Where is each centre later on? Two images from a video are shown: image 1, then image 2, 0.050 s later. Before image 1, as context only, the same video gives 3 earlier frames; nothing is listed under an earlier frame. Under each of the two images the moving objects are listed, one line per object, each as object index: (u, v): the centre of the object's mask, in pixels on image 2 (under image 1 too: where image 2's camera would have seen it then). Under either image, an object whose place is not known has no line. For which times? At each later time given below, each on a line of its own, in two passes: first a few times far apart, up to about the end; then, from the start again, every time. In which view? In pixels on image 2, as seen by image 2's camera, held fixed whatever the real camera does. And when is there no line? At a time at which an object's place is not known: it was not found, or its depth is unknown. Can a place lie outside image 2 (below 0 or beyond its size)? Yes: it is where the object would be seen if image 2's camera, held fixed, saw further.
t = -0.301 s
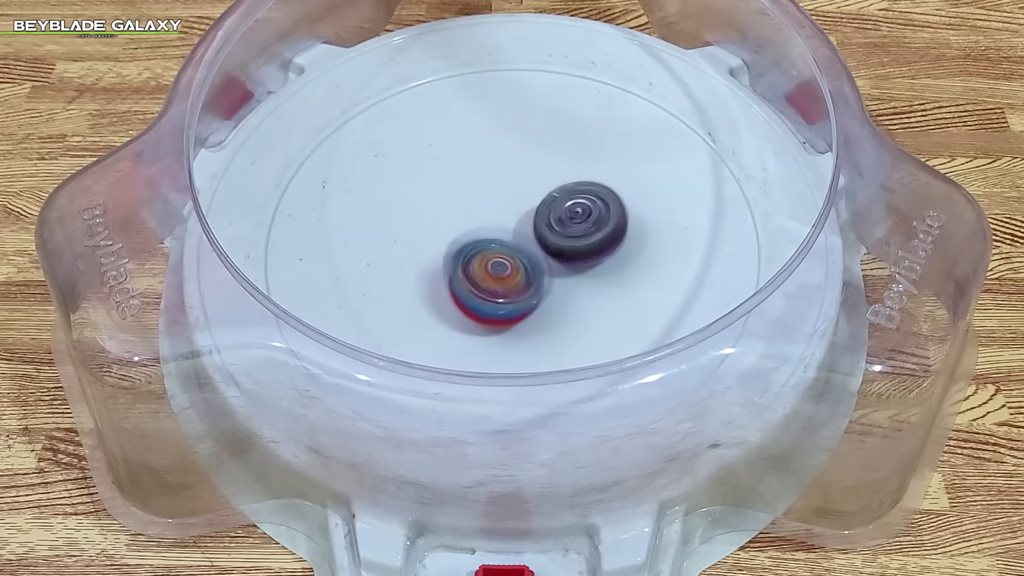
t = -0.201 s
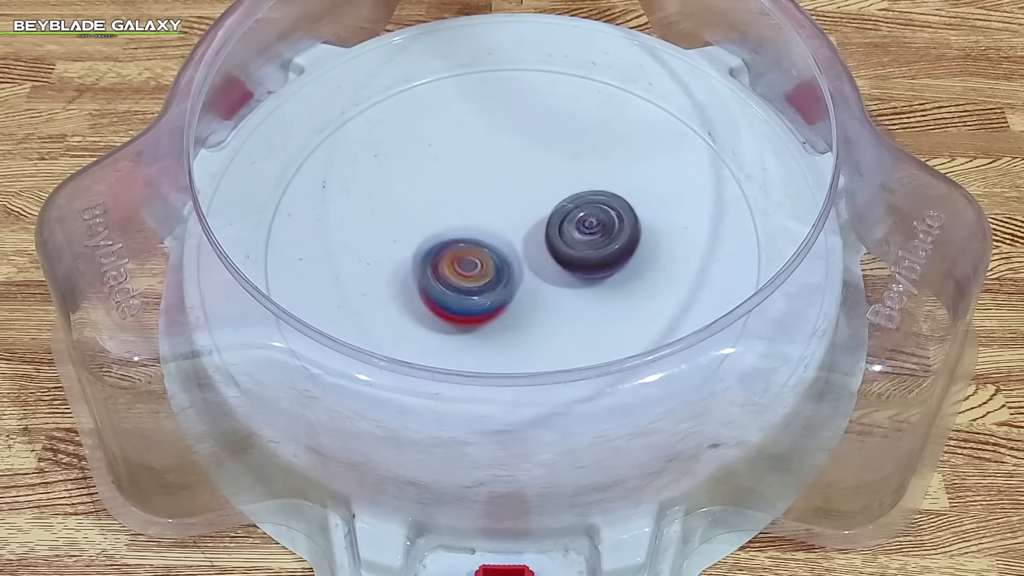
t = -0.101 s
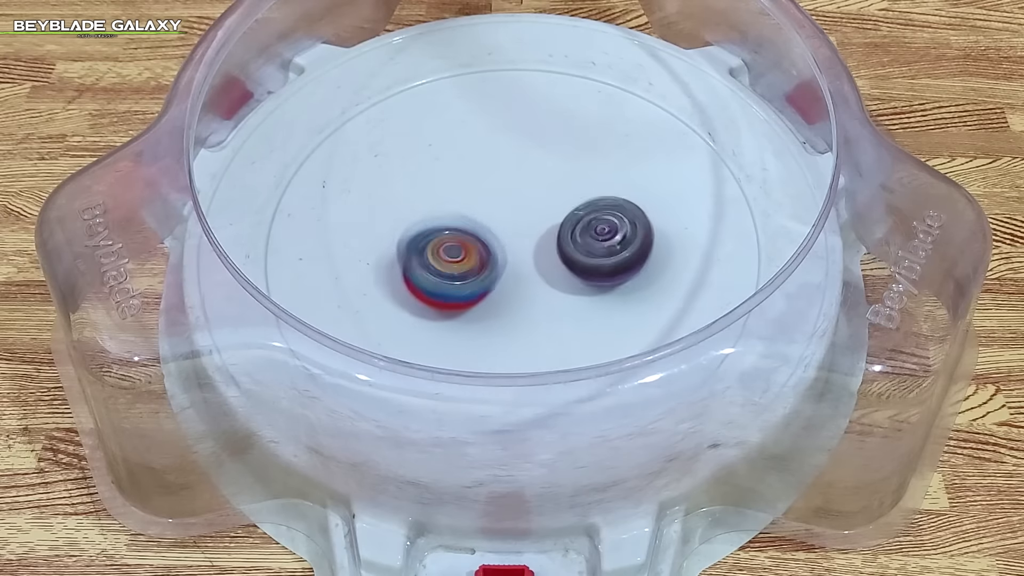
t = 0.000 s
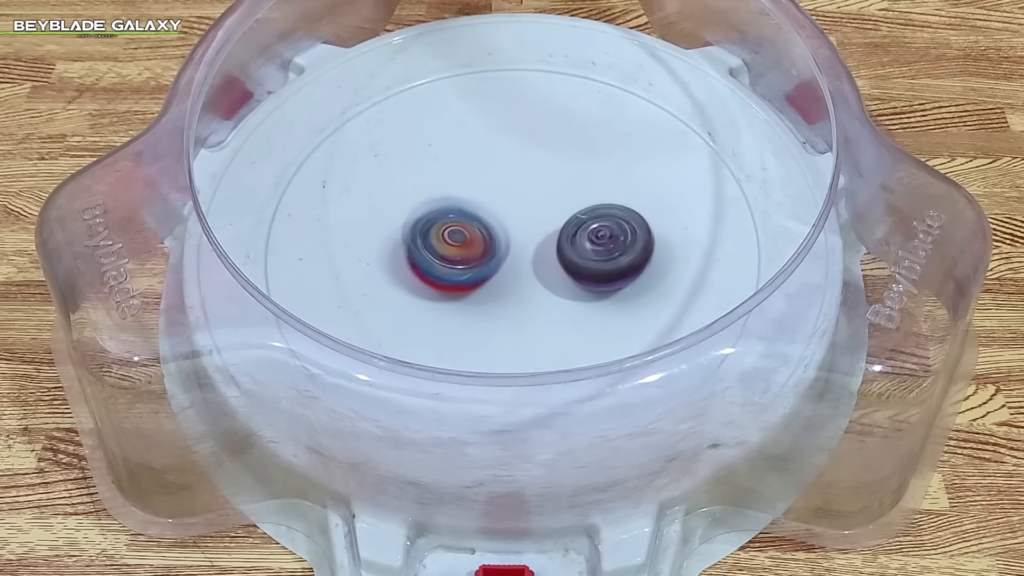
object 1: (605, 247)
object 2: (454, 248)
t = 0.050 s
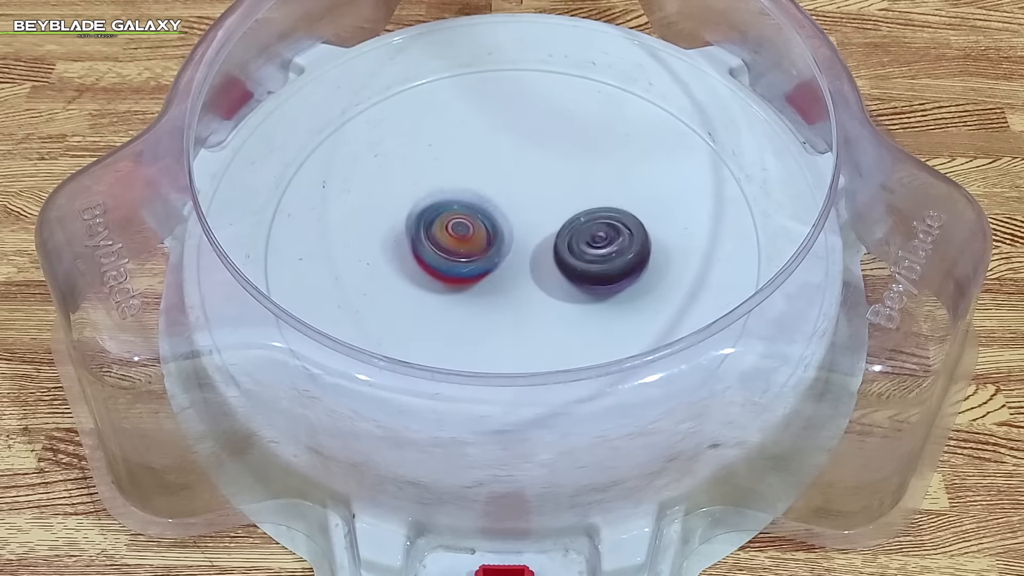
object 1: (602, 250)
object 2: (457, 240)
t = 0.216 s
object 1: (579, 258)
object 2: (475, 208)
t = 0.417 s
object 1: (540, 263)
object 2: (457, 142)
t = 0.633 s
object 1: (497, 258)
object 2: (441, 181)
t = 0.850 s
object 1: (484, 290)
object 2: (486, 149)
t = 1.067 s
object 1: (486, 281)
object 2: (513, 155)
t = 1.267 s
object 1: (499, 259)
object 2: (573, 192)
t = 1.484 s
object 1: (515, 233)
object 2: (630, 197)
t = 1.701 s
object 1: (501, 212)
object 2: (646, 206)
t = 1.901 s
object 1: (492, 209)
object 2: (637, 225)
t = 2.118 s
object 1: (496, 218)
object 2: (572, 279)
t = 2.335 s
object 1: (510, 233)
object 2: (543, 333)
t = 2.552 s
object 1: (527, 239)
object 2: (531, 325)
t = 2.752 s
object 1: (539, 220)
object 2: (508, 334)
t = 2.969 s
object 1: (539, 217)
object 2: (471, 280)
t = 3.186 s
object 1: (549, 215)
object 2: (385, 243)
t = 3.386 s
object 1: (551, 222)
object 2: (393, 246)
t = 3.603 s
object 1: (556, 240)
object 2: (441, 198)
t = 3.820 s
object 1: (559, 259)
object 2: (434, 161)
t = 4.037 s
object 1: (538, 271)
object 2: (481, 180)
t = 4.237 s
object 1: (478, 298)
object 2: (581, 167)
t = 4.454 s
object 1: (451, 290)
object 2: (668, 131)
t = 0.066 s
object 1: (600, 250)
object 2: (458, 238)
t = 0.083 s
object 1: (599, 251)
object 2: (459, 235)
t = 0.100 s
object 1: (597, 253)
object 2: (462, 232)
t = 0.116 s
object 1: (595, 253)
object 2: (464, 230)
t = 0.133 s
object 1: (593, 255)
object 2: (466, 227)
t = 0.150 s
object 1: (590, 255)
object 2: (468, 225)
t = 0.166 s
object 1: (588, 256)
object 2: (470, 222)
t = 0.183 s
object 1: (585, 256)
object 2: (472, 219)
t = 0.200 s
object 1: (582, 257)
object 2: (473, 214)
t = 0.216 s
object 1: (579, 258)
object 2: (475, 208)
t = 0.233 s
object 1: (576, 259)
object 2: (477, 201)
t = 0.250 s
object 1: (573, 260)
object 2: (478, 195)
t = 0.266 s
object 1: (570, 260)
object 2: (478, 187)
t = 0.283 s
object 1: (567, 260)
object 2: (479, 180)
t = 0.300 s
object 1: (563, 261)
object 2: (478, 173)
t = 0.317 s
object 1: (560, 261)
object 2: (477, 166)
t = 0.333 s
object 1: (557, 262)
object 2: (476, 161)
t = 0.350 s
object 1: (554, 262)
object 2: (473, 155)
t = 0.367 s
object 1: (551, 263)
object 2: (470, 151)
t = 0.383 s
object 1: (547, 262)
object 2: (466, 147)
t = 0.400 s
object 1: (543, 263)
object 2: (462, 144)
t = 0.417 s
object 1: (540, 263)
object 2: (457, 142)
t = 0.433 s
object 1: (536, 263)
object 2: (454, 140)
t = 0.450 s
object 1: (533, 263)
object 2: (450, 140)
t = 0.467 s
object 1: (529, 262)
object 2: (446, 139)
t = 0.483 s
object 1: (526, 262)
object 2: (443, 141)
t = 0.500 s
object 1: (523, 262)
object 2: (440, 143)
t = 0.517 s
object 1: (519, 261)
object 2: (436, 146)
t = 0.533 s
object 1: (516, 262)
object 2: (434, 149)
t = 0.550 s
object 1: (513, 261)
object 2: (432, 154)
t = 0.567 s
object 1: (509, 261)
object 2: (431, 159)
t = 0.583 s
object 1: (506, 260)
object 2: (433, 163)
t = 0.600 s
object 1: (503, 259)
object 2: (434, 170)
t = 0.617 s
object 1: (500, 259)
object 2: (437, 176)
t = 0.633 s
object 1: (497, 258)
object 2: (441, 181)
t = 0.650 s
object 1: (494, 258)
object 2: (447, 187)
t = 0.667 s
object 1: (491, 263)
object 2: (452, 185)
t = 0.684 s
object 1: (491, 270)
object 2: (457, 183)
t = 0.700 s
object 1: (489, 276)
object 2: (461, 179)
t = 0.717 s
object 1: (488, 280)
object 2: (464, 175)
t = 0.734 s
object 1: (487, 283)
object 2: (467, 170)
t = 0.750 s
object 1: (487, 286)
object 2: (471, 166)
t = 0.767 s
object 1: (487, 287)
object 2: (474, 162)
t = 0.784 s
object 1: (486, 288)
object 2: (477, 159)
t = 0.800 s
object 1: (485, 289)
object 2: (479, 156)
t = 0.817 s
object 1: (484, 289)
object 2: (482, 153)
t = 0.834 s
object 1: (484, 290)
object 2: (484, 152)
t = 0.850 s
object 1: (484, 290)
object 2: (486, 149)
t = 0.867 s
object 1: (483, 290)
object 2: (488, 148)
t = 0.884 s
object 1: (483, 290)
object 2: (490, 146)
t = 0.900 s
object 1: (483, 290)
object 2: (491, 144)
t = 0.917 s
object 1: (483, 289)
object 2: (493, 144)
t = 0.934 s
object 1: (483, 290)
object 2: (495, 144)
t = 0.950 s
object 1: (484, 289)
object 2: (497, 144)
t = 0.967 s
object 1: (483, 288)
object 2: (499, 145)
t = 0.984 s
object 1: (484, 287)
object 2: (501, 146)
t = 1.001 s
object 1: (484, 286)
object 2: (504, 147)
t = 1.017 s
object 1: (485, 284)
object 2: (506, 149)
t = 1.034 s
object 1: (485, 284)
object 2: (509, 151)
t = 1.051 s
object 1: (486, 282)
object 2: (511, 154)
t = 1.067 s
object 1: (486, 281)
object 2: (513, 155)
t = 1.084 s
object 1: (487, 280)
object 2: (517, 158)
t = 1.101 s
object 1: (487, 278)
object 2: (521, 161)
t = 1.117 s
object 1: (489, 275)
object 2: (525, 165)
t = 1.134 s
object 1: (489, 273)
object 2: (530, 167)
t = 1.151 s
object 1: (490, 271)
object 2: (534, 171)
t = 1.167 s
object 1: (491, 268)
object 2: (539, 173)
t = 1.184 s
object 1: (492, 267)
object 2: (544, 178)
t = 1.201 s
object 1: (494, 265)
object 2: (549, 181)
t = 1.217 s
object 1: (494, 265)
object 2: (556, 182)
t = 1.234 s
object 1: (496, 263)
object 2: (561, 187)
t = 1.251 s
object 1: (497, 261)
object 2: (567, 188)
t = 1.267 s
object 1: (499, 259)
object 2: (573, 192)
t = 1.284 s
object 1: (499, 257)
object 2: (579, 194)
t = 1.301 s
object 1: (501, 255)
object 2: (585, 195)
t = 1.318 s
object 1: (502, 253)
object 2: (591, 197)
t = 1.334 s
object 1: (504, 251)
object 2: (597, 198)
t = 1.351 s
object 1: (504, 249)
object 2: (602, 199)
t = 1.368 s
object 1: (506, 247)
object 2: (607, 199)
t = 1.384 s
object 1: (507, 245)
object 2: (612, 198)
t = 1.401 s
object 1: (508, 244)
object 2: (617, 198)
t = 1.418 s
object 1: (509, 241)
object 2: (621, 198)
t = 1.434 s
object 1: (511, 238)
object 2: (625, 198)
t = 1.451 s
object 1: (512, 237)
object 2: (626, 198)
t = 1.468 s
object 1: (514, 235)
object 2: (629, 197)
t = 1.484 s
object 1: (515, 233)
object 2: (630, 197)
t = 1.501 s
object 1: (517, 231)
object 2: (632, 197)
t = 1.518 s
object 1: (518, 230)
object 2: (632, 197)
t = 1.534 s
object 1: (520, 229)
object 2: (632, 197)
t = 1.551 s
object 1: (522, 227)
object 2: (630, 198)
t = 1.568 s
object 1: (523, 226)
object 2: (628, 199)
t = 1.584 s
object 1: (526, 224)
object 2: (627, 199)
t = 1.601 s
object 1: (527, 223)
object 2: (625, 201)
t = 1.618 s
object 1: (525, 221)
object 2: (625, 202)
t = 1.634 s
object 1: (519, 219)
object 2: (630, 203)
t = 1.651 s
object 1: (512, 216)
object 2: (634, 204)
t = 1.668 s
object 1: (507, 215)
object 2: (638, 204)
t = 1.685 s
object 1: (503, 213)
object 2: (642, 205)
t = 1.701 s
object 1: (501, 212)
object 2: (646, 206)
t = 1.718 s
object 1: (497, 211)
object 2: (648, 207)
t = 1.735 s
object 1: (497, 211)
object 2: (650, 208)
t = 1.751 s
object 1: (495, 210)
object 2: (651, 210)
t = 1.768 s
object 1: (495, 210)
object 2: (652, 211)
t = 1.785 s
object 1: (493, 209)
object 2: (653, 212)
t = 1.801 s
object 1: (493, 209)
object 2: (652, 213)
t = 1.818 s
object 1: (492, 209)
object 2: (650, 215)
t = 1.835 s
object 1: (492, 209)
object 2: (648, 217)
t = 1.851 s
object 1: (491, 209)
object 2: (647, 218)
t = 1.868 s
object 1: (492, 209)
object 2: (645, 220)
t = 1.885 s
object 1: (491, 209)
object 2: (642, 222)
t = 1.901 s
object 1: (492, 209)
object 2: (637, 225)
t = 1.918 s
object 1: (491, 209)
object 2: (634, 227)
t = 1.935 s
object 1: (492, 210)
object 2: (630, 230)
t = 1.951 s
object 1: (491, 210)
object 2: (625, 232)
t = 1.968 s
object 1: (492, 211)
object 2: (621, 237)
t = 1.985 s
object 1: (491, 211)
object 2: (615, 240)
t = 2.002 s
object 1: (492, 212)
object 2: (612, 244)
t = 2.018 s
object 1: (492, 212)
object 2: (607, 248)
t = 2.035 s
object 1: (493, 214)
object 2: (601, 253)
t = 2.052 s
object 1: (493, 214)
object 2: (595, 258)
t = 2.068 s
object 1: (494, 215)
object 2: (590, 263)
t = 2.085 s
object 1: (494, 216)
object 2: (584, 268)
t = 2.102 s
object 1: (496, 217)
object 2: (578, 274)
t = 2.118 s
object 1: (496, 218)
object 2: (572, 279)
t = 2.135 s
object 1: (498, 219)
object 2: (567, 285)
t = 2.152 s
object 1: (498, 219)
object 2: (562, 290)
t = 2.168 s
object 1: (499, 220)
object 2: (558, 296)
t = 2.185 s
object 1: (500, 221)
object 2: (555, 298)
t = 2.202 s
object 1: (502, 222)
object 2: (551, 304)
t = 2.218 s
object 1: (502, 223)
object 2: (550, 310)
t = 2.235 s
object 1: (503, 225)
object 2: (547, 315)
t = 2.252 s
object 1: (504, 226)
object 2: (546, 318)
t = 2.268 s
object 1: (506, 227)
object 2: (545, 322)
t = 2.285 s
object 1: (506, 229)
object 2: (544, 325)
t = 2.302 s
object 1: (508, 230)
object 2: (543, 330)
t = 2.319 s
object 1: (508, 231)
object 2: (543, 332)
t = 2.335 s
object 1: (510, 233)
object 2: (543, 333)
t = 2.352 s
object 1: (511, 235)
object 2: (543, 334)
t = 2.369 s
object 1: (512, 236)
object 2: (543, 334)
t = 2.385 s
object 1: (513, 237)
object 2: (544, 335)
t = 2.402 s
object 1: (515, 240)
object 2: (543, 335)
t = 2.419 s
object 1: (516, 240)
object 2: (542, 335)
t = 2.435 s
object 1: (517, 243)
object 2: (542, 334)
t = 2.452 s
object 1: (518, 244)
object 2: (542, 332)
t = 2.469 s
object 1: (520, 245)
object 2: (539, 330)
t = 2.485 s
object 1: (521, 245)
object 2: (539, 328)
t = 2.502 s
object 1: (522, 246)
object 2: (538, 327)
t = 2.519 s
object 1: (523, 246)
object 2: (536, 324)
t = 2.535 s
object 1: (525, 243)
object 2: (532, 323)
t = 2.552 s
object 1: (527, 239)
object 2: (531, 325)
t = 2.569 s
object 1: (530, 236)
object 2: (528, 331)
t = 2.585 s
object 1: (531, 233)
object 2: (527, 330)
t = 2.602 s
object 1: (534, 231)
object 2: (523, 334)
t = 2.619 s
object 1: (535, 229)
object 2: (521, 335)
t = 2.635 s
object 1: (536, 227)
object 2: (518, 336)
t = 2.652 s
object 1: (537, 225)
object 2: (516, 336)
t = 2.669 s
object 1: (537, 223)
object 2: (515, 336)
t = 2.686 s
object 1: (537, 222)
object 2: (513, 337)
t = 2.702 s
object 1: (537, 221)
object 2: (511, 336)
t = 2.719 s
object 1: (538, 222)
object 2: (510, 336)
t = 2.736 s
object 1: (538, 221)
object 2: (509, 335)
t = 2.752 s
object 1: (539, 220)
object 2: (508, 334)
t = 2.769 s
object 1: (538, 219)
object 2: (507, 331)
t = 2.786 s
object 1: (539, 219)
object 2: (504, 330)
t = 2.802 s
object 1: (539, 218)
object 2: (502, 327)
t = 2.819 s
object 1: (540, 217)
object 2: (500, 323)
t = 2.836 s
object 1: (540, 217)
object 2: (498, 321)
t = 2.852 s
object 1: (540, 216)
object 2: (495, 316)
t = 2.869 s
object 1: (540, 216)
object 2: (491, 310)
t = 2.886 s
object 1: (540, 216)
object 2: (490, 307)
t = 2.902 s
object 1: (540, 215)
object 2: (485, 301)
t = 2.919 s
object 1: (540, 213)
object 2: (484, 295)
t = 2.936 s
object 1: (540, 217)
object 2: (479, 292)
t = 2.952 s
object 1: (539, 216)
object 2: (475, 286)
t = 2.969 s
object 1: (539, 217)
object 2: (471, 280)
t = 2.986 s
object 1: (539, 216)
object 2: (466, 276)
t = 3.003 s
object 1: (539, 216)
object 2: (462, 271)
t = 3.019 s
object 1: (539, 216)
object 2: (455, 265)
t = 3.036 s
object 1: (542, 216)
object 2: (448, 260)
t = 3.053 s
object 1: (543, 216)
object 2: (438, 258)
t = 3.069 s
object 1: (544, 215)
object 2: (430, 255)
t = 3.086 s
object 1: (544, 214)
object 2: (423, 253)
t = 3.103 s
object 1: (545, 213)
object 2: (416, 250)
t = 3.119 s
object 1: (546, 213)
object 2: (409, 248)
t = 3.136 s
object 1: (547, 214)
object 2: (402, 247)
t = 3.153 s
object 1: (547, 215)
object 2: (395, 244)
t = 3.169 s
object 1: (548, 215)
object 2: (390, 244)
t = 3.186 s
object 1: (549, 215)
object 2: (385, 243)
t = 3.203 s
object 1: (550, 217)
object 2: (380, 243)
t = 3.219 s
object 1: (550, 217)
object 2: (378, 242)
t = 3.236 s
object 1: (551, 216)
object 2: (375, 243)
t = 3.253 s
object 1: (551, 216)
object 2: (373, 243)
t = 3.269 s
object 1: (551, 216)
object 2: (374, 244)
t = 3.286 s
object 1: (551, 218)
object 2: (374, 245)
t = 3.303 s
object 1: (551, 219)
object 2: (374, 246)
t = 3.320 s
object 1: (551, 220)
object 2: (378, 246)
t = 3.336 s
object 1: (551, 220)
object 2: (379, 246)
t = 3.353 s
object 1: (551, 221)
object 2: (382, 246)
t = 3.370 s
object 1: (551, 221)
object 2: (388, 246)
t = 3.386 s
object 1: (551, 222)
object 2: (393, 246)
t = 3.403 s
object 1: (550, 222)
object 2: (401, 243)
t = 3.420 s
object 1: (549, 222)
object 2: (406, 244)
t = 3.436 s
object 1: (549, 223)
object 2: (411, 242)
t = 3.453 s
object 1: (548, 225)
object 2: (418, 241)
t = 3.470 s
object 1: (548, 227)
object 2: (426, 238)
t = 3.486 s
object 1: (547, 228)
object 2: (433, 236)
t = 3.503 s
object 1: (547, 228)
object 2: (440, 232)
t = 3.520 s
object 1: (548, 230)
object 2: (446, 227)
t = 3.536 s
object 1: (552, 233)
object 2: (446, 222)
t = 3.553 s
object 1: (555, 234)
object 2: (444, 214)
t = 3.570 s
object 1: (555, 237)
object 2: (443, 209)
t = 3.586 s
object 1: (556, 239)
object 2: (443, 203)
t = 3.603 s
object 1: (556, 240)
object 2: (441, 198)
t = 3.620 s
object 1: (558, 241)
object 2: (439, 195)
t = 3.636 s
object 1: (560, 242)
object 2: (437, 188)
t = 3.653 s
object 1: (561, 245)
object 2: (435, 185)
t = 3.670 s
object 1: (561, 246)
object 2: (435, 181)
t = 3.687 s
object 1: (560, 248)
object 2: (434, 175)
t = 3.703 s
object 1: (561, 249)
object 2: (433, 174)
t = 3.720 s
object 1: (561, 250)
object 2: (431, 171)
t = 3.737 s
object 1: (562, 252)
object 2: (431, 167)
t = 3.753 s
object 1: (561, 254)
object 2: (431, 166)
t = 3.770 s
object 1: (560, 254)
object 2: (431, 165)
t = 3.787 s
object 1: (560, 254)
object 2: (431, 165)
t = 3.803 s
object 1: (559, 258)
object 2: (431, 164)
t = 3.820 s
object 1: (559, 259)
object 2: (434, 161)
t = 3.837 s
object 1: (557, 261)
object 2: (434, 163)
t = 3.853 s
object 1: (557, 262)
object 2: (436, 163)
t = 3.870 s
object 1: (556, 262)
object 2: (438, 165)
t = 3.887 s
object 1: (554, 264)
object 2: (439, 165)
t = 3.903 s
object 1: (553, 266)
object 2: (442, 166)
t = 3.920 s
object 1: (550, 267)
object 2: (447, 166)
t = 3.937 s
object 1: (549, 267)
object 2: (450, 168)
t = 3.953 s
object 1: (548, 268)
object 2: (455, 169)
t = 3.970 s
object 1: (547, 269)
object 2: (461, 172)
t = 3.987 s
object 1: (544, 267)
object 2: (463, 174)
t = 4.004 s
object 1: (541, 270)
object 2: (468, 177)
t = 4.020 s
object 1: (540, 270)
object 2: (474, 175)
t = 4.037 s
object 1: (538, 271)
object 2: (481, 180)
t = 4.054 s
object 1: (537, 271)
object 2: (487, 181)
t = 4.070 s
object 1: (534, 271)
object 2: (492, 185)
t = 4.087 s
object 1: (532, 271)
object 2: (499, 187)
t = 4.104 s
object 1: (530, 271)
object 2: (507, 186)
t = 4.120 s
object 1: (528, 271)
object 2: (514, 187)
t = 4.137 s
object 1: (522, 273)
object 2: (524, 189)
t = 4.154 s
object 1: (513, 281)
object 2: (539, 185)
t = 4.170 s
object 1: (503, 286)
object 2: (551, 179)
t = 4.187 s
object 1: (495, 291)
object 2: (560, 176)
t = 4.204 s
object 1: (488, 294)
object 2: (568, 173)
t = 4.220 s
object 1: (484, 297)
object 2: (575, 170)
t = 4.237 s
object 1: (478, 298)
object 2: (581, 167)
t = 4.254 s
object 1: (474, 299)
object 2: (589, 162)
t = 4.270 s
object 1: (472, 299)
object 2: (597, 160)
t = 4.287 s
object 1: (468, 299)
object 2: (604, 159)
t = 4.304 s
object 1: (465, 299)
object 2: (613, 154)
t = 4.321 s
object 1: (462, 298)
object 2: (620, 151)
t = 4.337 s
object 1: (460, 297)
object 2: (627, 150)
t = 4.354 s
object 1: (457, 297)
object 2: (635, 146)
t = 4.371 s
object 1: (456, 296)
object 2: (642, 144)
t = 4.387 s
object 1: (455, 295)
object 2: (649, 142)
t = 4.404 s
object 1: (453, 294)
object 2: (656, 138)
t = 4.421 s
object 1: (452, 293)
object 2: (660, 134)
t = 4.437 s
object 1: (451, 292)
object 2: (666, 134)
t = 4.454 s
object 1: (451, 290)
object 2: (668, 131)
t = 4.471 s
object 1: (449, 288)
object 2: (668, 130)
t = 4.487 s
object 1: (449, 287)
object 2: (671, 130)
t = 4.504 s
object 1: (450, 285)
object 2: (671, 130)
